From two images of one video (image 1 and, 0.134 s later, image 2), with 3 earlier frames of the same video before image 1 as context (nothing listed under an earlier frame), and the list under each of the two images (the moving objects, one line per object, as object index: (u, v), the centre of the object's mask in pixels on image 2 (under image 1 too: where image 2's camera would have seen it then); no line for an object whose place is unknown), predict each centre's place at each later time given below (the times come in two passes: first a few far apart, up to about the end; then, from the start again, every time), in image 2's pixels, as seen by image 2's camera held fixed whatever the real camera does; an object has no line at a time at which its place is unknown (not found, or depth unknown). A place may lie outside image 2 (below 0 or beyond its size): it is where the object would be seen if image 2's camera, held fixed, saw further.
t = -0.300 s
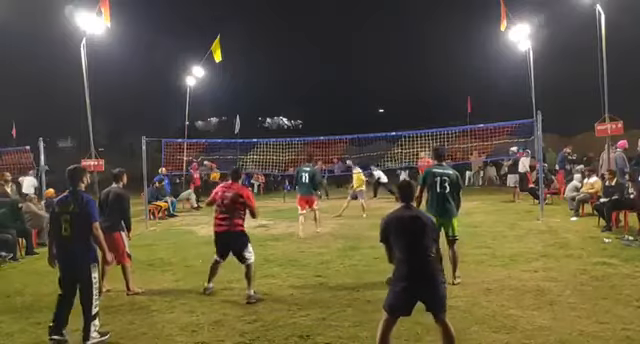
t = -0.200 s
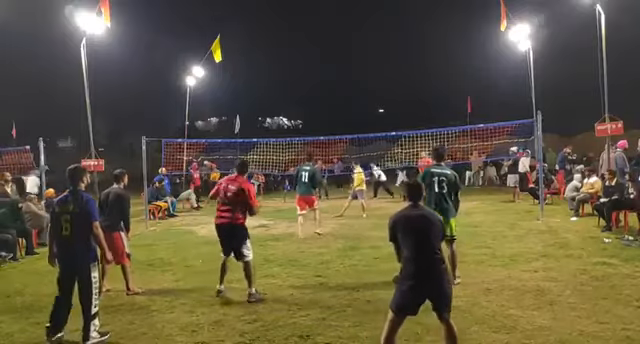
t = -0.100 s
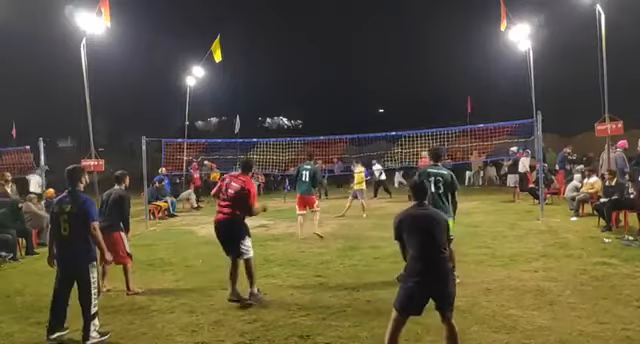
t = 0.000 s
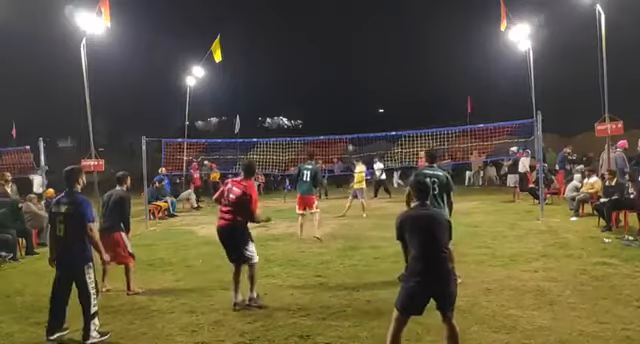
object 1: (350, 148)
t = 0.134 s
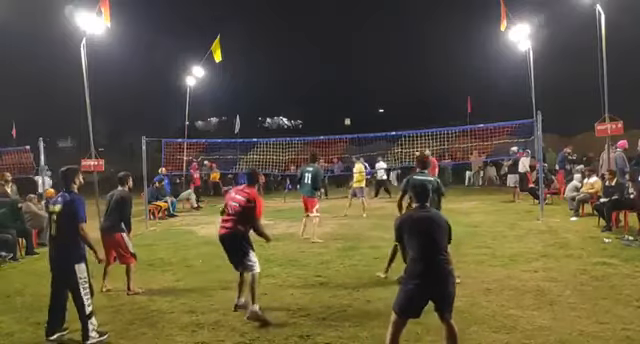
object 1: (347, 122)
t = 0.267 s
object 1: (344, 97)
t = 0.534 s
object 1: (337, 55)
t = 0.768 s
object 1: (331, 28)
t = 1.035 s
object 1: (323, 19)
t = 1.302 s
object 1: (315, 56)
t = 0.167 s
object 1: (346, 115)
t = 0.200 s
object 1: (345, 109)
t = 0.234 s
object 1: (345, 103)
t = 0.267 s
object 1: (344, 97)
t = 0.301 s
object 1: (343, 92)
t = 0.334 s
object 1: (342, 86)
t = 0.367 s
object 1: (341, 80)
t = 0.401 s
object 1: (340, 74)
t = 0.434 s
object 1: (340, 69)
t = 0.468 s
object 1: (339, 64)
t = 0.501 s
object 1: (338, 59)
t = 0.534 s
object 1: (337, 55)
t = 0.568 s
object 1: (336, 50)
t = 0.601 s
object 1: (336, 45)
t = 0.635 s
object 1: (335, 41)
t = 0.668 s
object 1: (334, 38)
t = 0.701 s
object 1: (333, 34)
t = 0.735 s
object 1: (332, 31)
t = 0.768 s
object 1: (331, 28)
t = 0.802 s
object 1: (330, 25)
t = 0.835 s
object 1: (329, 23)
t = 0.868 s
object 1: (328, 21)
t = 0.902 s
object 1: (327, 20)
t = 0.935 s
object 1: (326, 19)
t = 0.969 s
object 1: (325, 19)
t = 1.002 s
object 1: (324, 19)
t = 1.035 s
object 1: (323, 19)
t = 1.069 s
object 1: (323, 21)
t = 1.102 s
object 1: (321, 23)
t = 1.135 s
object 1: (320, 26)
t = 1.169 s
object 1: (320, 30)
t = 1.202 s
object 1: (318, 35)
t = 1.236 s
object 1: (317, 41)
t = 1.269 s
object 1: (316, 48)
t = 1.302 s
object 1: (315, 56)
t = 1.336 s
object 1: (314, 66)
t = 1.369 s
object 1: (313, 78)
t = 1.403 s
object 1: (312, 91)
